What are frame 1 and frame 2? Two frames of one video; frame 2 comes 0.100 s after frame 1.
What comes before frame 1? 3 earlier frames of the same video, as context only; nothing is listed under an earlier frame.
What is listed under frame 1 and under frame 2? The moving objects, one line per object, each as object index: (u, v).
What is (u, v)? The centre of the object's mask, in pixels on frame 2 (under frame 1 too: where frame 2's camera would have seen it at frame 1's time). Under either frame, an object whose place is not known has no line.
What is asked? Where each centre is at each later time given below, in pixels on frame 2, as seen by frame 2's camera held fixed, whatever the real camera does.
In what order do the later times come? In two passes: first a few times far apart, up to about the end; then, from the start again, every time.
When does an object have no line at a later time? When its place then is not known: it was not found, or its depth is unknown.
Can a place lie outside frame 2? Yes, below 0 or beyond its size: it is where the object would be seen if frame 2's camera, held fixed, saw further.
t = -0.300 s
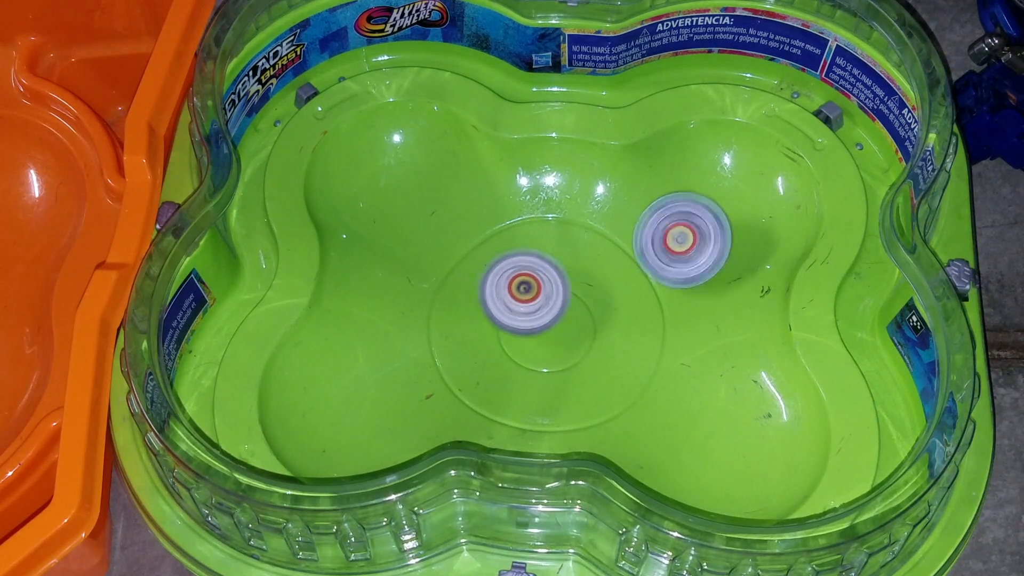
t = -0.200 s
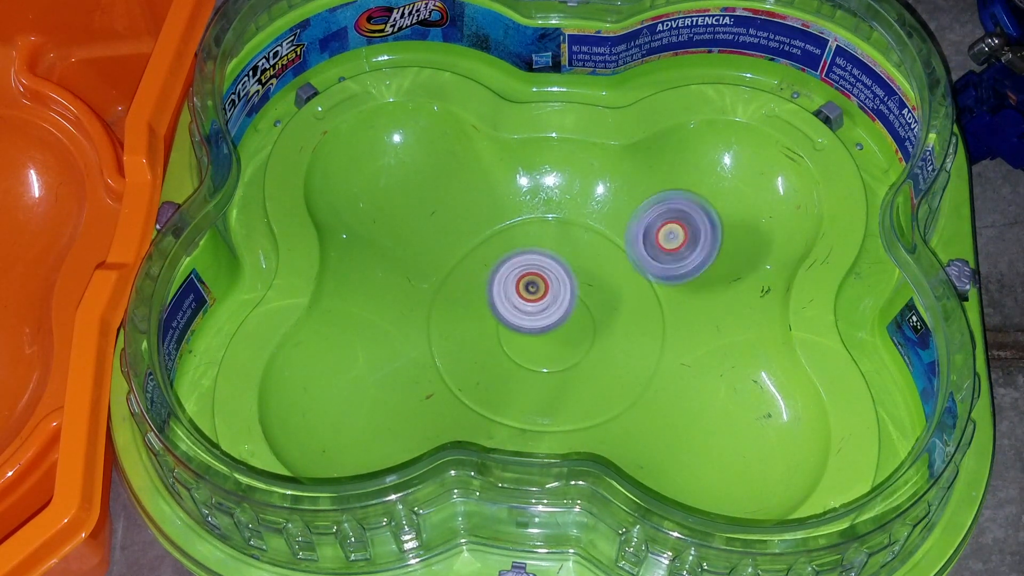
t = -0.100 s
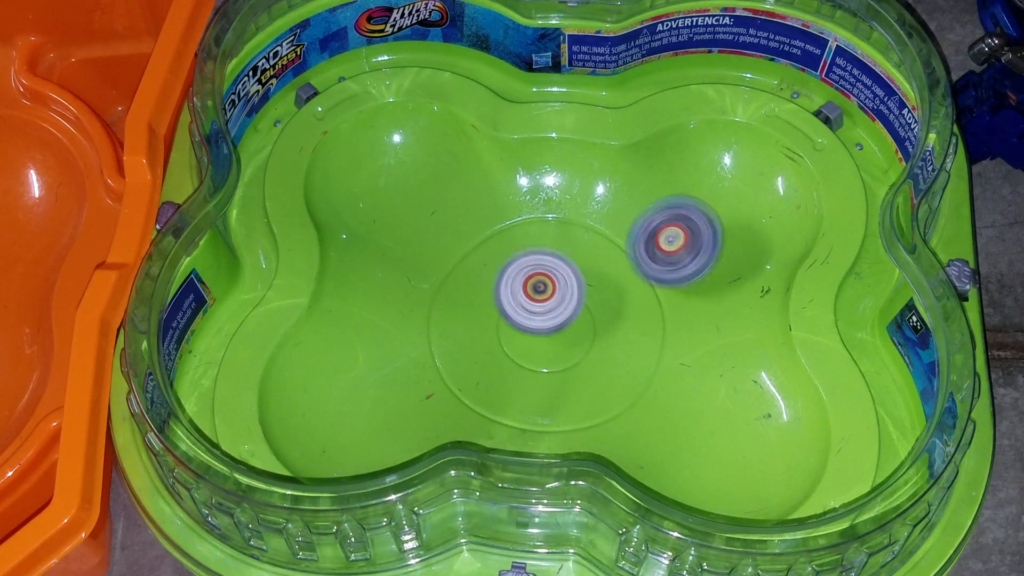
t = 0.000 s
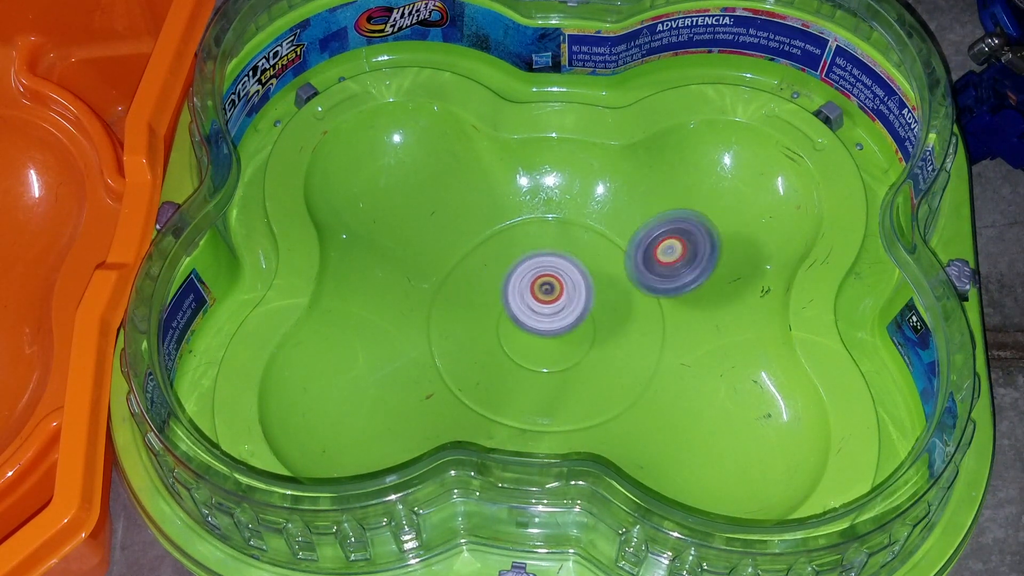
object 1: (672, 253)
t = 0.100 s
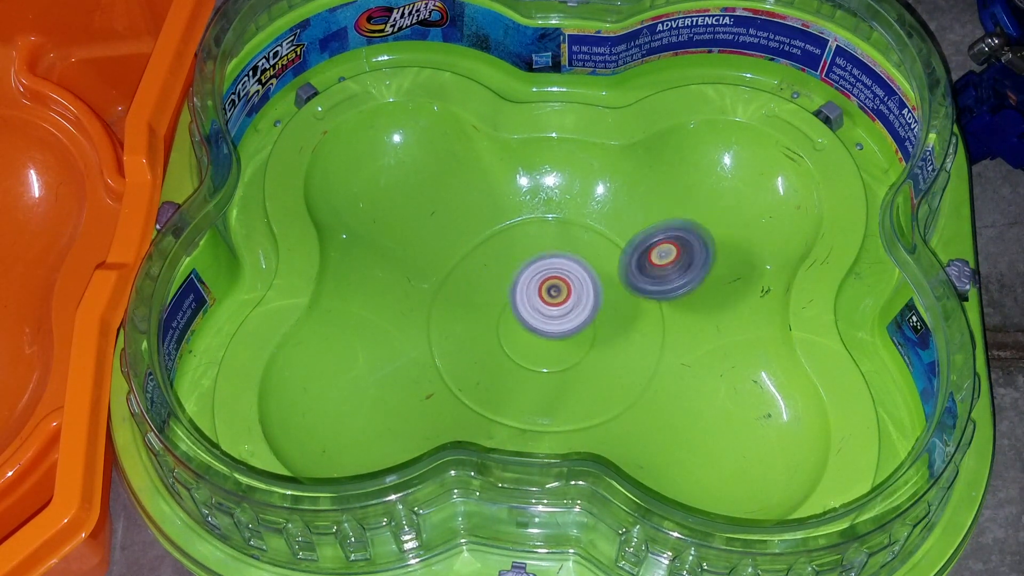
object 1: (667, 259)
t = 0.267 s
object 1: (656, 265)
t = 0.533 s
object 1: (615, 260)
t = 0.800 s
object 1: (582, 254)
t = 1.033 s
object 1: (541, 246)
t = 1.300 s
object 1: (523, 234)
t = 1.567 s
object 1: (526, 243)
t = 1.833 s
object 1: (545, 215)
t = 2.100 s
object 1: (561, 257)
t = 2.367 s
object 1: (601, 356)
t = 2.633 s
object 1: (612, 372)
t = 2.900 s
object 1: (653, 393)
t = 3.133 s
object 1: (627, 323)
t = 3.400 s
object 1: (644, 305)
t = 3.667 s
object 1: (616, 289)
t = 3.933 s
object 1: (605, 277)
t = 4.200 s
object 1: (620, 285)
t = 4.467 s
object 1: (627, 282)
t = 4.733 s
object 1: (608, 281)
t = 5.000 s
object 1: (647, 392)
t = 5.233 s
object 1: (633, 374)
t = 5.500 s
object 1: (622, 353)
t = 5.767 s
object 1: (604, 349)
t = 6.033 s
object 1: (593, 350)
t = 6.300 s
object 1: (593, 350)
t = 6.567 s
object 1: (593, 350)
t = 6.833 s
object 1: (593, 350)
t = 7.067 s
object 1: (593, 350)
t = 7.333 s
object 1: (593, 350)
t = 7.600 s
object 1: (593, 350)
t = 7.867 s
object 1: (593, 350)
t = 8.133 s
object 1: (593, 350)
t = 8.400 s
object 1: (593, 350)
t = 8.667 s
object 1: (593, 350)
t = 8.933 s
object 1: (593, 350)
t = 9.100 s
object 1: (593, 350)
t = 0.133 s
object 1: (663, 261)
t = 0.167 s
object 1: (659, 264)
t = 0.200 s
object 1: (657, 265)
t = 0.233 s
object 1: (659, 265)
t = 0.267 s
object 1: (656, 265)
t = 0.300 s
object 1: (650, 263)
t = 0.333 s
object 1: (643, 263)
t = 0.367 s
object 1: (636, 264)
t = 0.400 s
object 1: (630, 264)
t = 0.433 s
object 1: (628, 261)
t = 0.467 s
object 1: (624, 260)
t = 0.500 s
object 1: (620, 260)
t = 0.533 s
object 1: (615, 260)
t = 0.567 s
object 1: (612, 261)
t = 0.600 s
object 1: (609, 261)
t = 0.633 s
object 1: (606, 260)
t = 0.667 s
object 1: (602, 259)
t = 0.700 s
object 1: (597, 258)
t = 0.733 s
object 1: (593, 257)
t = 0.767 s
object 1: (588, 255)
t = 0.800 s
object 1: (582, 254)
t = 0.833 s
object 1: (575, 253)
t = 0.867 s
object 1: (569, 252)
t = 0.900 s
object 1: (563, 252)
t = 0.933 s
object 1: (558, 249)
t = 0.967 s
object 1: (552, 248)
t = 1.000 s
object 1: (546, 247)
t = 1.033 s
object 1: (541, 246)
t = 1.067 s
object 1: (535, 246)
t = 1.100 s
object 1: (531, 246)
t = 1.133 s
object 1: (529, 236)
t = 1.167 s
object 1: (527, 232)
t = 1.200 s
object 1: (525, 230)
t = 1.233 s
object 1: (522, 231)
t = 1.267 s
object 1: (521, 232)
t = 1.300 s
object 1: (523, 234)
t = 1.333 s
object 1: (524, 237)
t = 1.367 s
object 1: (526, 241)
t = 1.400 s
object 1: (528, 244)
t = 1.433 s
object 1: (527, 246)
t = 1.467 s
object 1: (526, 248)
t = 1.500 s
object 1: (526, 250)
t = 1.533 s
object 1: (526, 248)
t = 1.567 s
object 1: (526, 243)
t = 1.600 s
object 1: (526, 242)
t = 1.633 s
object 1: (525, 242)
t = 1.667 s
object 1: (524, 242)
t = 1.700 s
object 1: (524, 242)
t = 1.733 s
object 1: (531, 231)
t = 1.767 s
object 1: (537, 219)
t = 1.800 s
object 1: (541, 216)
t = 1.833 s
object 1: (545, 215)
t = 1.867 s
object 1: (545, 219)
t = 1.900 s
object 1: (546, 224)
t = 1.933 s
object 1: (548, 225)
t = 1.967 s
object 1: (548, 230)
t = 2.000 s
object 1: (551, 235)
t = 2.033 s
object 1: (552, 239)
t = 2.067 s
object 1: (555, 247)
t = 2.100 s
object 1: (561, 257)
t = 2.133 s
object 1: (567, 267)
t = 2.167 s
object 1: (573, 282)
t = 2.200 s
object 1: (582, 297)
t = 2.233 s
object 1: (587, 309)
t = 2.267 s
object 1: (591, 321)
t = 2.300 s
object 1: (596, 333)
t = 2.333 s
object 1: (598, 344)
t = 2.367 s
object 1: (601, 356)
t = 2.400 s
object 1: (602, 365)
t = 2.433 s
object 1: (604, 373)
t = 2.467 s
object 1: (606, 379)
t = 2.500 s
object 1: (606, 381)
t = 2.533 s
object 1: (606, 382)
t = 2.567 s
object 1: (608, 380)
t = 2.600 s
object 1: (608, 376)
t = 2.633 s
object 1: (612, 372)
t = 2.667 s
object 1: (620, 377)
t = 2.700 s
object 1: (626, 390)
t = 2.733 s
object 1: (635, 400)
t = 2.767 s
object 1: (641, 405)
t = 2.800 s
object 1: (646, 404)
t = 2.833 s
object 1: (649, 400)
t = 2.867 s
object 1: (652, 397)
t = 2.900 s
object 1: (653, 393)
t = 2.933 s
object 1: (653, 389)
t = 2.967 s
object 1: (649, 382)
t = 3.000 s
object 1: (645, 374)
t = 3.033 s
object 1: (642, 362)
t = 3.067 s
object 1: (636, 351)
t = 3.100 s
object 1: (632, 336)
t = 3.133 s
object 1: (627, 323)
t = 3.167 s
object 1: (625, 312)
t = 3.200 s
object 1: (626, 308)
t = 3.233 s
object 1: (625, 303)
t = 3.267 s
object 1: (634, 310)
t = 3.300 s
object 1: (641, 309)
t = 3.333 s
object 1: (646, 307)
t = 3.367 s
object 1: (645, 306)
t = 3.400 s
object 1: (644, 305)
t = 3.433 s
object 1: (638, 307)
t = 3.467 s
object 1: (632, 305)
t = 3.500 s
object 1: (624, 303)
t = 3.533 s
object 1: (618, 297)
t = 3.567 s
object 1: (617, 293)
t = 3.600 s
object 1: (615, 290)
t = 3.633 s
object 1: (618, 288)
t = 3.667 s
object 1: (616, 289)
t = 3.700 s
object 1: (616, 288)
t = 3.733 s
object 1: (614, 287)
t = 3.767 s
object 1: (612, 285)
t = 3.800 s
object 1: (611, 284)
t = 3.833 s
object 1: (610, 283)
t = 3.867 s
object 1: (609, 281)
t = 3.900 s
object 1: (606, 280)
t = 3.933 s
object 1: (605, 277)
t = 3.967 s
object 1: (605, 275)
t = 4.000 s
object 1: (604, 274)
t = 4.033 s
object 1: (605, 275)
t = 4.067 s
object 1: (610, 279)
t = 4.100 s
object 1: (617, 280)
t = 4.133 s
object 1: (617, 280)
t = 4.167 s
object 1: (616, 280)
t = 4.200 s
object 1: (620, 285)
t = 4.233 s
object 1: (622, 285)
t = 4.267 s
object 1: (624, 284)
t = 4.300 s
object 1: (626, 287)
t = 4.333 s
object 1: (626, 284)
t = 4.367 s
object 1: (628, 284)
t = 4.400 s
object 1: (626, 285)
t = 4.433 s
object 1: (626, 282)
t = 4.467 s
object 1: (627, 282)
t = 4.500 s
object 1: (625, 281)
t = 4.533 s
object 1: (627, 280)
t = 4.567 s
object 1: (626, 280)
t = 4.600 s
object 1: (626, 279)
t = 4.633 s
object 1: (625, 280)
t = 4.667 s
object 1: (621, 280)
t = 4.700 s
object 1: (616, 280)
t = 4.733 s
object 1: (608, 281)
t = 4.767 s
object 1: (601, 281)
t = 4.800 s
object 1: (620, 302)
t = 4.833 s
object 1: (637, 316)
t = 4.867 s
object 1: (650, 335)
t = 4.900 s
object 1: (657, 356)
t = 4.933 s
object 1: (657, 379)
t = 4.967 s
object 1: (650, 388)
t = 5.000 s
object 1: (647, 392)
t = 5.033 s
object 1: (649, 393)
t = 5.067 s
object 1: (650, 394)
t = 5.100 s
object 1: (648, 392)
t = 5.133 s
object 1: (643, 389)
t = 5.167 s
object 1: (638, 385)
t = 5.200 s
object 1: (635, 380)
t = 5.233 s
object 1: (633, 374)
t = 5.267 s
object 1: (633, 367)
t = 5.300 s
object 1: (631, 362)
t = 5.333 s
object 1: (630, 358)
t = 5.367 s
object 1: (630, 356)
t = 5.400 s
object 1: (628, 355)
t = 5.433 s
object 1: (627, 355)
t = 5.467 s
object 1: (624, 354)
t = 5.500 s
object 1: (622, 353)
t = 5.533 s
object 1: (620, 352)
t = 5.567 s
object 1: (618, 352)
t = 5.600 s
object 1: (617, 351)
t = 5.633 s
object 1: (615, 350)
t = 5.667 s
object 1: (612, 350)
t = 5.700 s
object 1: (609, 350)
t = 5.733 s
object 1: (607, 349)
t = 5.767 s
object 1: (604, 349)
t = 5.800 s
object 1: (602, 350)
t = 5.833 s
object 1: (599, 350)
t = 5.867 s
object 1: (596, 350)
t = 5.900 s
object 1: (595, 351)
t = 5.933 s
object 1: (593, 350)
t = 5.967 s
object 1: (593, 350)
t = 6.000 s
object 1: (593, 350)
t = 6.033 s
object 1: (593, 350)
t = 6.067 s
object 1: (593, 350)
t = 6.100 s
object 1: (593, 350)
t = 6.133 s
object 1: (593, 350)
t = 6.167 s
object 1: (593, 350)
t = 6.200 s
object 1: (593, 350)
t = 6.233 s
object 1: (593, 350)
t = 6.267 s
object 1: (593, 350)
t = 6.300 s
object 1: (593, 350)
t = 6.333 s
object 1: (593, 350)
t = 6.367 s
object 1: (593, 350)
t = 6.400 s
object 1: (593, 350)
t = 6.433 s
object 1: (593, 350)
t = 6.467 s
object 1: (593, 350)
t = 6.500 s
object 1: (593, 350)
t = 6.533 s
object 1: (593, 350)
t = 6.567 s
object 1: (593, 350)
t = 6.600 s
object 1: (593, 350)
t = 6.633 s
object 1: (593, 350)
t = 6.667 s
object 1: (593, 350)
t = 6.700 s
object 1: (593, 350)
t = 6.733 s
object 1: (593, 350)
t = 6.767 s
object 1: (593, 350)
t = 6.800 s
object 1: (593, 350)
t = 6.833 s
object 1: (593, 350)
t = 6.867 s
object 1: (593, 350)
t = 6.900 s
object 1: (593, 350)
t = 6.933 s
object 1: (593, 350)
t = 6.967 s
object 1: (593, 350)
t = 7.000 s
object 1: (593, 350)
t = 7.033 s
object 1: (593, 350)
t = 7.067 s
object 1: (593, 350)
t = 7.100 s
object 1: (593, 350)
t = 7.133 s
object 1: (593, 350)
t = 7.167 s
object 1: (593, 350)
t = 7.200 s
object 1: (593, 350)
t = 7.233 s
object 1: (593, 350)
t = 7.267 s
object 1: (593, 350)
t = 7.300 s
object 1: (593, 350)
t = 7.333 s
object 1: (593, 350)
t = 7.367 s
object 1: (593, 350)
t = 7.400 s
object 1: (593, 350)
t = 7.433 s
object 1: (593, 350)
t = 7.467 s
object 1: (593, 350)
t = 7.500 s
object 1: (593, 350)
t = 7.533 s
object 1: (593, 350)
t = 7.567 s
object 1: (593, 350)
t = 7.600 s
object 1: (593, 350)
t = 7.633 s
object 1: (593, 350)
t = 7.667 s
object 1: (593, 350)
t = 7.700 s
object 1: (593, 350)
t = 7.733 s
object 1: (593, 350)
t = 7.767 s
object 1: (593, 350)
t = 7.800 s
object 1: (593, 350)
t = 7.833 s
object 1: (593, 350)
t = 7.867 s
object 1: (593, 350)
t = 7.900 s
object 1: (593, 350)
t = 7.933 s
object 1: (593, 350)
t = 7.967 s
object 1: (593, 350)
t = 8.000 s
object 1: (593, 350)
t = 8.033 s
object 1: (593, 350)
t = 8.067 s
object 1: (593, 350)
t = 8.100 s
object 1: (593, 350)
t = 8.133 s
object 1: (593, 350)
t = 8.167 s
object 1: (593, 350)
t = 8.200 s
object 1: (593, 350)
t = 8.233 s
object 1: (593, 350)
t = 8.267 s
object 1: (593, 350)
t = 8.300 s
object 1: (593, 350)
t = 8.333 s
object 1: (593, 350)
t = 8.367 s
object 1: (593, 350)
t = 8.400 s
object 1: (593, 350)
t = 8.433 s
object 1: (593, 350)
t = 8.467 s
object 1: (593, 350)
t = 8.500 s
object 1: (593, 350)
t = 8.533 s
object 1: (593, 350)
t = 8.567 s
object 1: (593, 350)
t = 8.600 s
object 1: (593, 350)
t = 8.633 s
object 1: (593, 350)
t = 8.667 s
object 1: (593, 350)
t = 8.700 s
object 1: (593, 350)
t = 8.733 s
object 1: (593, 350)
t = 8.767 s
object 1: (593, 350)
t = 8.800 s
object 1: (593, 350)
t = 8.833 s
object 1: (593, 350)
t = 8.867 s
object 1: (593, 350)
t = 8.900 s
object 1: (593, 350)
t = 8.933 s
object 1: (593, 350)
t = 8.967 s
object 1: (593, 350)
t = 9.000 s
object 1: (593, 350)
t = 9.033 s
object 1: (593, 350)
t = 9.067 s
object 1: (593, 350)
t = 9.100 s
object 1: (593, 350)
